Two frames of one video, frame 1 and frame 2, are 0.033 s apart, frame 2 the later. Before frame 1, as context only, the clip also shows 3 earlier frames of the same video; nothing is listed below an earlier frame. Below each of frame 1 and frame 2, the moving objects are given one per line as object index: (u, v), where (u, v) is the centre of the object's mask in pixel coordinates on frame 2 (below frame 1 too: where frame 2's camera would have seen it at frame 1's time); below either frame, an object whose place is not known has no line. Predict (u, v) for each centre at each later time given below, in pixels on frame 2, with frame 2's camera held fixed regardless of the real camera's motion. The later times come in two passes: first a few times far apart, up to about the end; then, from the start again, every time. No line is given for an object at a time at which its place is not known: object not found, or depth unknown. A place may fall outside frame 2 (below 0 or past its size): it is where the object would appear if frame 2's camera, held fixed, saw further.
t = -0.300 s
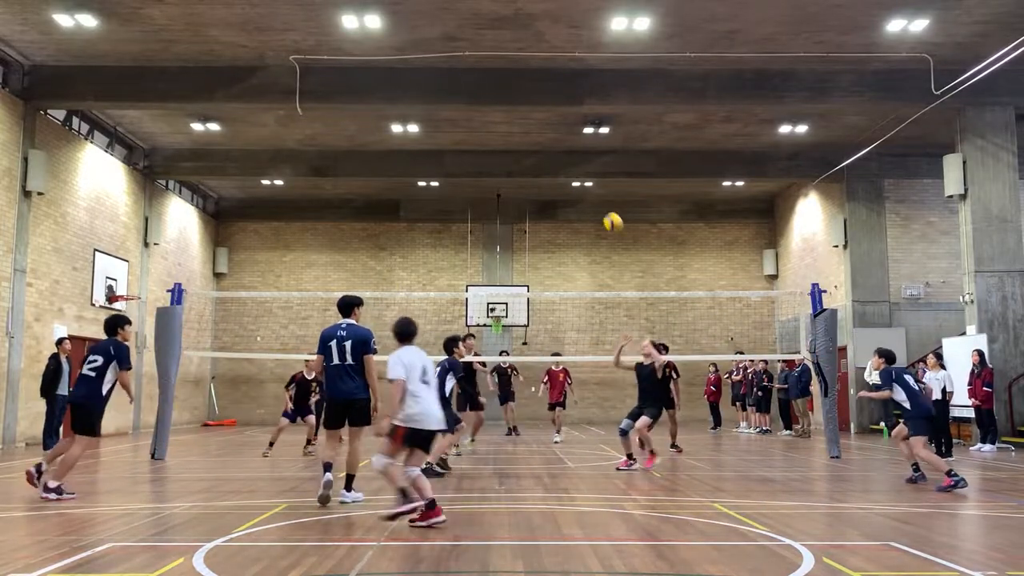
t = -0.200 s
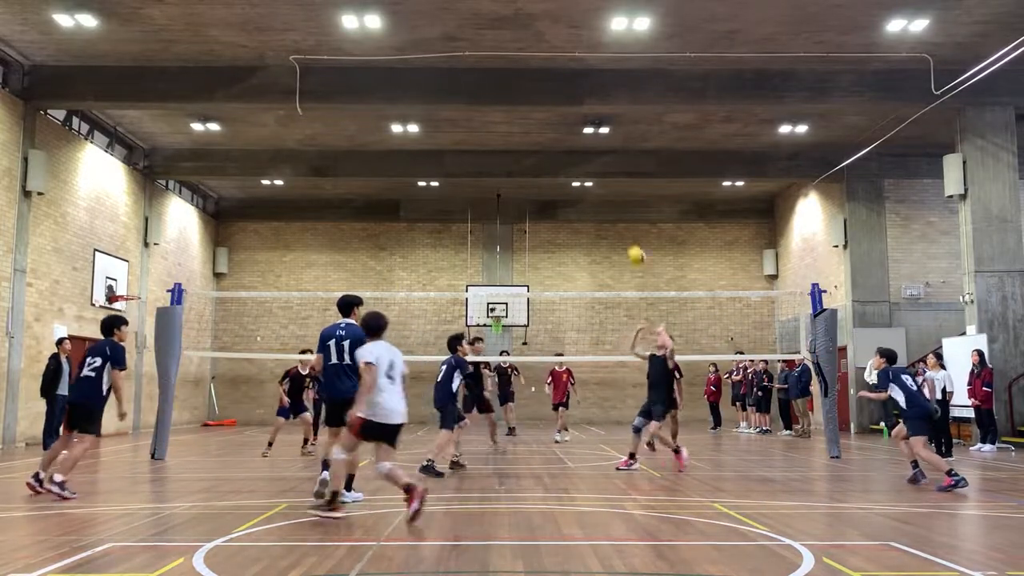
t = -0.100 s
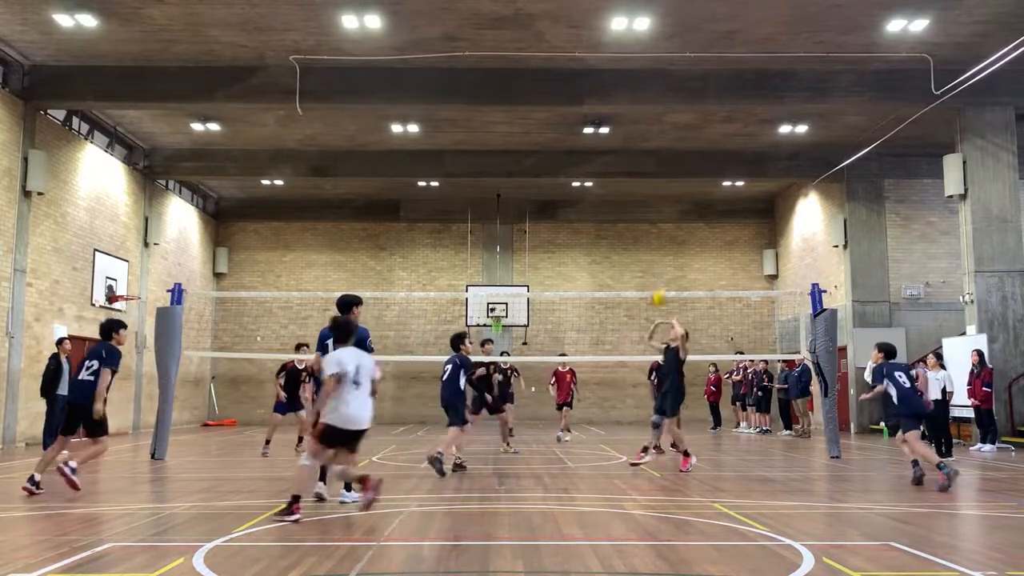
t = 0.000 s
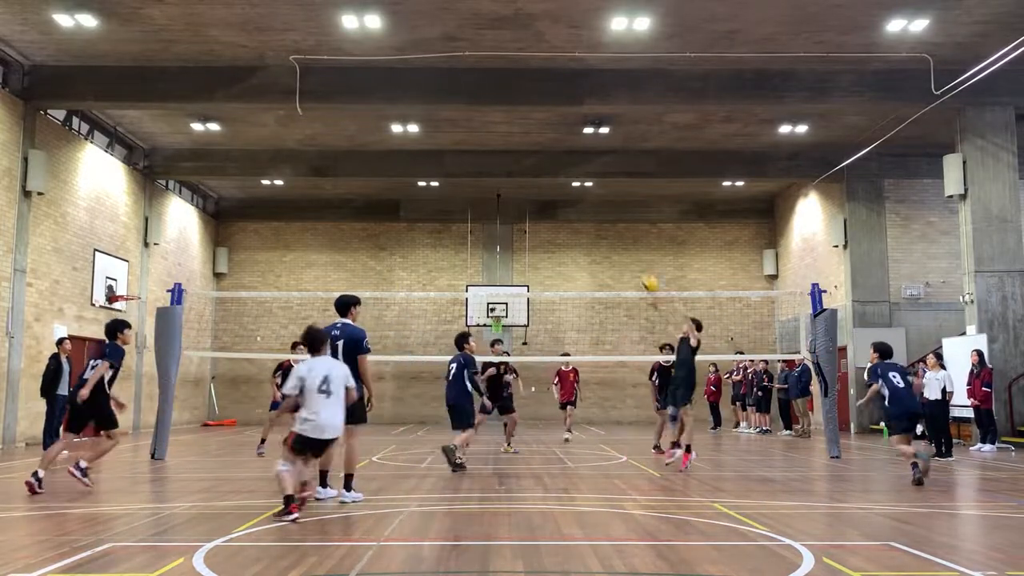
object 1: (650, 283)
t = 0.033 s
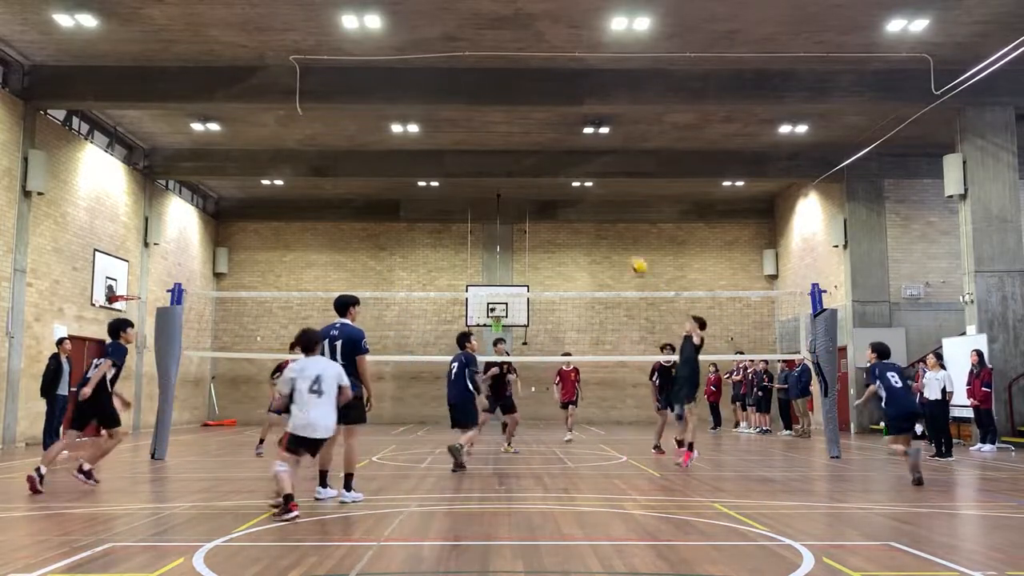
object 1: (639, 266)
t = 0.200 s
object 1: (581, 192)
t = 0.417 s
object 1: (514, 129)
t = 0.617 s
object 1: (457, 104)
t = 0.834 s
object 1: (396, 110)
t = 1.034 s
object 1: (343, 144)
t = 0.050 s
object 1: (632, 257)
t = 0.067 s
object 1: (625, 248)
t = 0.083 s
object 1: (620, 240)
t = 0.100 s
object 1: (614, 232)
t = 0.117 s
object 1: (609, 225)
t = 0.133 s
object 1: (603, 218)
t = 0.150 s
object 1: (598, 212)
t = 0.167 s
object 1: (592, 204)
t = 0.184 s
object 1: (587, 197)
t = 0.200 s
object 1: (581, 192)
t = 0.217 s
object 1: (576, 185)
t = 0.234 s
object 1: (570, 179)
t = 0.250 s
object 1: (565, 174)
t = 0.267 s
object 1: (560, 168)
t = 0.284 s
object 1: (555, 163)
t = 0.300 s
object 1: (550, 158)
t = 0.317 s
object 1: (544, 154)
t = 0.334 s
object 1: (539, 149)
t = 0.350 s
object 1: (534, 144)
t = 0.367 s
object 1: (529, 141)
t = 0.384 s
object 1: (524, 136)
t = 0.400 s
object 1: (519, 132)
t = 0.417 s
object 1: (514, 129)
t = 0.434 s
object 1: (509, 125)
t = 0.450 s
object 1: (504, 122)
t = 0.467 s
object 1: (499, 120)
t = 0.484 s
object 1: (495, 117)
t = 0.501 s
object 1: (490, 115)
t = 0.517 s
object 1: (485, 113)
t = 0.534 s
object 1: (480, 111)
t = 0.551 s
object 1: (475, 109)
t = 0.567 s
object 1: (471, 107)
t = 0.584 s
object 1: (466, 106)
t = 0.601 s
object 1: (461, 105)
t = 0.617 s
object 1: (457, 104)
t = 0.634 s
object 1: (452, 103)
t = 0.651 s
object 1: (447, 103)
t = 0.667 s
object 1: (442, 102)
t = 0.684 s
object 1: (438, 102)
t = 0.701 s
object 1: (433, 102)
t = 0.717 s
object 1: (429, 103)
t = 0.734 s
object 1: (424, 103)
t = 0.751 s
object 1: (419, 104)
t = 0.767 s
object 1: (415, 105)
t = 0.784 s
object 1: (410, 105)
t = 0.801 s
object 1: (406, 107)
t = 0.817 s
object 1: (401, 108)
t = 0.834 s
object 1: (396, 110)
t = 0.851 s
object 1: (392, 112)
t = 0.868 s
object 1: (388, 113)
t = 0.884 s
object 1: (383, 116)
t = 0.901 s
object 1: (379, 118)
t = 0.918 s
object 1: (374, 121)
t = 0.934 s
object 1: (370, 124)
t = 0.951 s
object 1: (365, 127)
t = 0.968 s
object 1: (361, 130)
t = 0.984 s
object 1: (356, 133)
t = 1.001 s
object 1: (352, 137)
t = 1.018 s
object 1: (348, 140)
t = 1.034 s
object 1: (343, 144)
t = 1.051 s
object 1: (339, 149)
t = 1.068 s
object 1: (334, 153)
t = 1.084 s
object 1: (330, 157)
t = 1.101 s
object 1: (325, 162)
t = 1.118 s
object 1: (321, 167)
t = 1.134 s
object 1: (317, 172)
